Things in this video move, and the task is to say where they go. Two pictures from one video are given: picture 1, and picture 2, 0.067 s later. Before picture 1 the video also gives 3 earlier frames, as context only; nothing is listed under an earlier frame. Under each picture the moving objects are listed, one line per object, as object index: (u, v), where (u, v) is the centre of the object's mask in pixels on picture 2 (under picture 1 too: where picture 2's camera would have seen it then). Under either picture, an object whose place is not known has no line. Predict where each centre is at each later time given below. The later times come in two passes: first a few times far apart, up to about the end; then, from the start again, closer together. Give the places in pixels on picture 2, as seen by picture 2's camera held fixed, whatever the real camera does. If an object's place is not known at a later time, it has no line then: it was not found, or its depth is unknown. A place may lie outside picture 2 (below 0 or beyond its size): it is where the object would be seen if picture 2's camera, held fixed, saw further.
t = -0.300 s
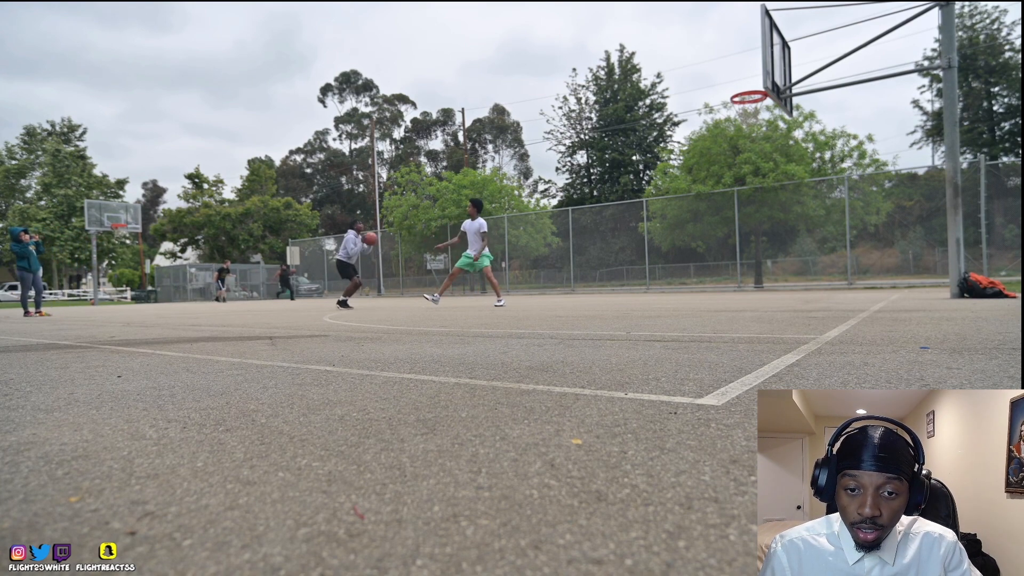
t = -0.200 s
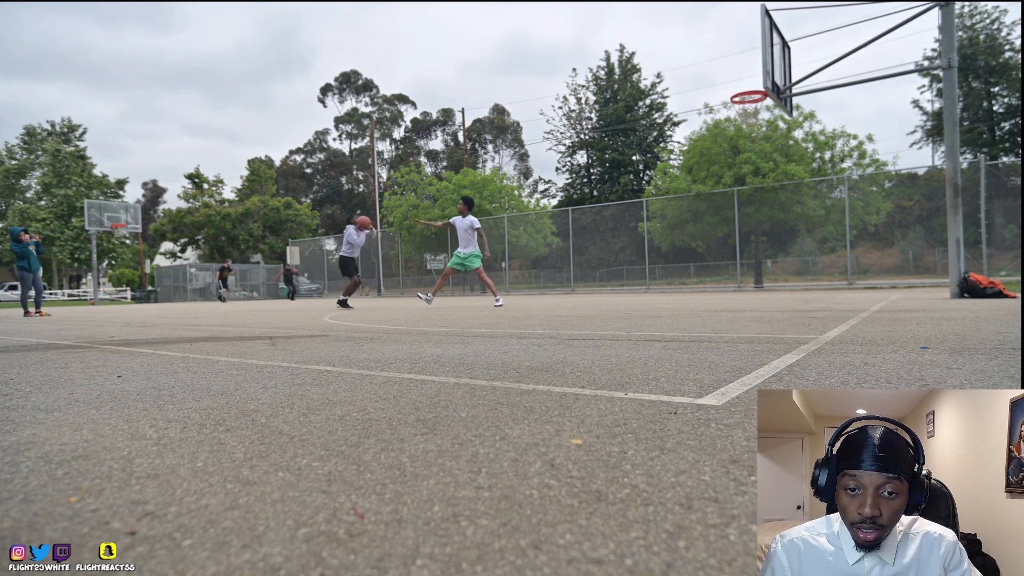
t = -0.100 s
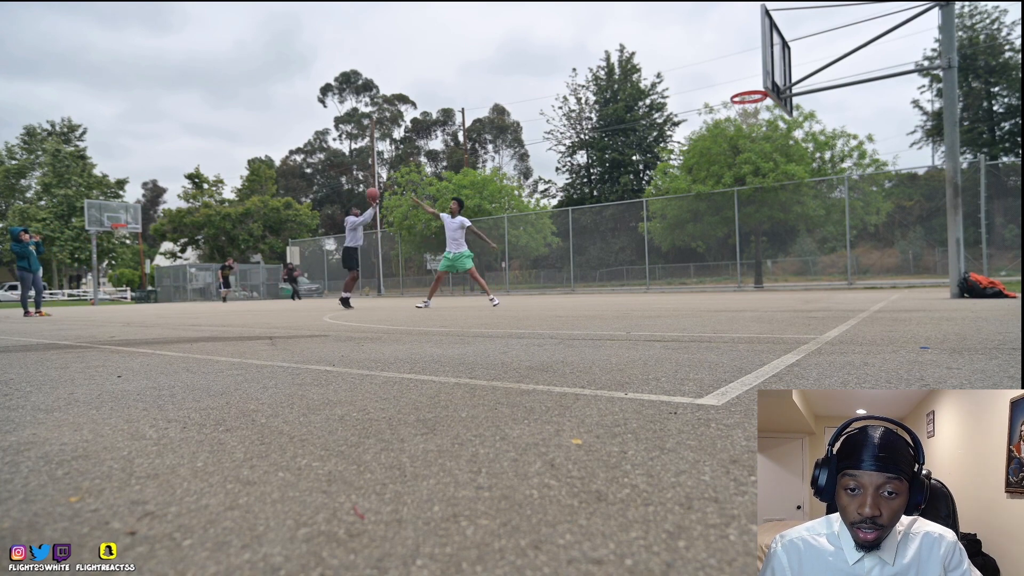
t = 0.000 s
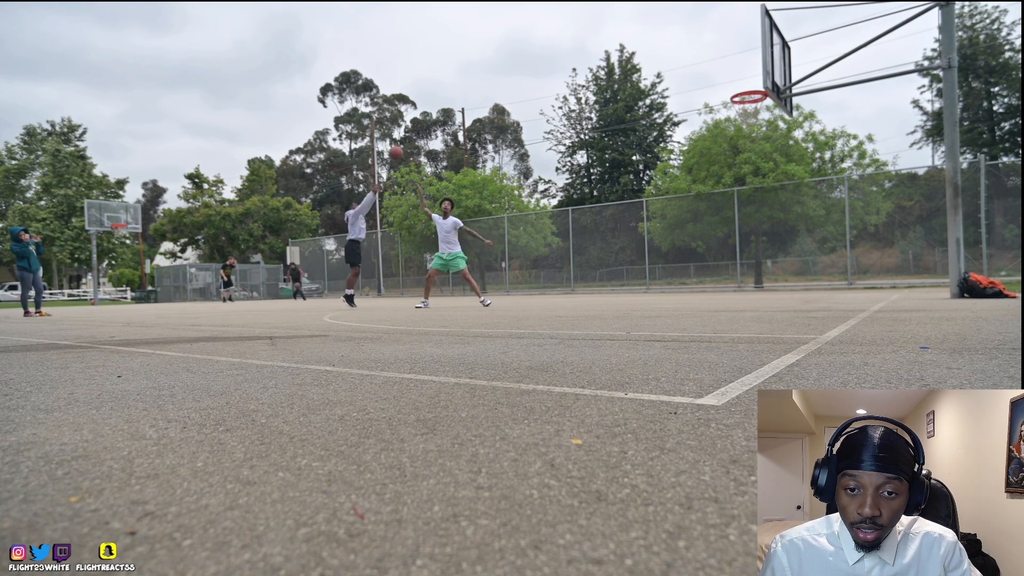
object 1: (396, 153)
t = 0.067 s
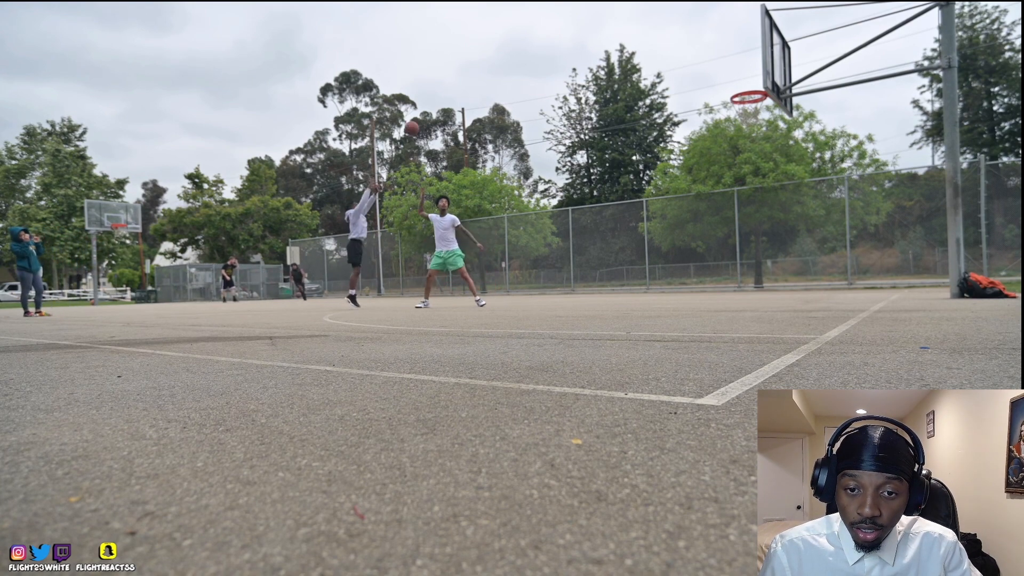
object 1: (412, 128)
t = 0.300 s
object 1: (470, 58)
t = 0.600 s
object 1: (551, 13)
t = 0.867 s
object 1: (629, 18)
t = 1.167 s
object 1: (724, 83)
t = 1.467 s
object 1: (711, 24)
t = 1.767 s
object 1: (692, 10)
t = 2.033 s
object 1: (676, 51)
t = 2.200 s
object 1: (666, 105)
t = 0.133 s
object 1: (428, 105)
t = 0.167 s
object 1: (436, 95)
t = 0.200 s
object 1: (444, 85)
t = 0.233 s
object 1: (453, 75)
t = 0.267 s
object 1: (461, 67)
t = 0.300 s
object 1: (470, 58)
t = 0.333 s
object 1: (479, 51)
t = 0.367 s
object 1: (487, 44)
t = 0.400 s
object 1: (496, 38)
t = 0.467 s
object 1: (514, 27)
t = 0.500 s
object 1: (523, 22)
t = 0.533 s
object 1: (532, 18)
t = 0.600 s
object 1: (551, 13)
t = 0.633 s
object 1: (560, 11)
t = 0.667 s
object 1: (570, 10)
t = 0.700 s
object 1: (579, 9)
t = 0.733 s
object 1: (589, 10)
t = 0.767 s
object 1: (599, 11)
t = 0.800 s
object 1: (609, 12)
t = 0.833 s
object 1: (619, 15)
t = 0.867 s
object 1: (629, 18)
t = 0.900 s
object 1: (639, 22)
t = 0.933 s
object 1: (649, 27)
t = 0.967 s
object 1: (659, 32)
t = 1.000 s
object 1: (670, 39)
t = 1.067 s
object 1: (691, 54)
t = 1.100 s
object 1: (702, 62)
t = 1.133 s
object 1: (713, 72)
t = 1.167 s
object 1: (724, 83)
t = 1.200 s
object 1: (729, 86)
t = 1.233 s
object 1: (727, 76)
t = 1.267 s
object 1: (725, 66)
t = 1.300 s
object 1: (722, 57)
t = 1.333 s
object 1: (720, 49)
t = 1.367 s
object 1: (718, 42)
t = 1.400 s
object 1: (716, 35)
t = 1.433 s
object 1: (714, 29)
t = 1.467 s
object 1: (711, 24)
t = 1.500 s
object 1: (709, 19)
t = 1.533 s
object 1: (707, 15)
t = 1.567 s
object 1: (705, 12)
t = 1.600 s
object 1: (703, 10)
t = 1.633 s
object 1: (701, 9)
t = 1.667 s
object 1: (698, 8)
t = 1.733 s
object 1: (694, 8)
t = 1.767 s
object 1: (692, 10)
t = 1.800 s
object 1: (690, 12)
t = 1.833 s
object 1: (688, 15)
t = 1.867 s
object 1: (686, 19)
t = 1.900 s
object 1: (684, 24)
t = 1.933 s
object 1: (682, 29)
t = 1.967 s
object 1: (680, 36)
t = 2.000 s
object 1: (678, 43)
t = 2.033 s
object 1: (676, 51)
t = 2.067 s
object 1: (674, 61)
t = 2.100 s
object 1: (672, 70)
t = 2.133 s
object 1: (670, 81)
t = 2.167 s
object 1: (668, 93)
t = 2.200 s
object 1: (666, 105)
